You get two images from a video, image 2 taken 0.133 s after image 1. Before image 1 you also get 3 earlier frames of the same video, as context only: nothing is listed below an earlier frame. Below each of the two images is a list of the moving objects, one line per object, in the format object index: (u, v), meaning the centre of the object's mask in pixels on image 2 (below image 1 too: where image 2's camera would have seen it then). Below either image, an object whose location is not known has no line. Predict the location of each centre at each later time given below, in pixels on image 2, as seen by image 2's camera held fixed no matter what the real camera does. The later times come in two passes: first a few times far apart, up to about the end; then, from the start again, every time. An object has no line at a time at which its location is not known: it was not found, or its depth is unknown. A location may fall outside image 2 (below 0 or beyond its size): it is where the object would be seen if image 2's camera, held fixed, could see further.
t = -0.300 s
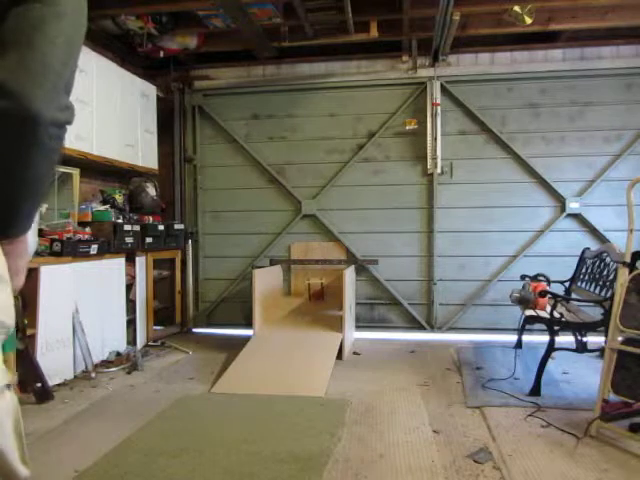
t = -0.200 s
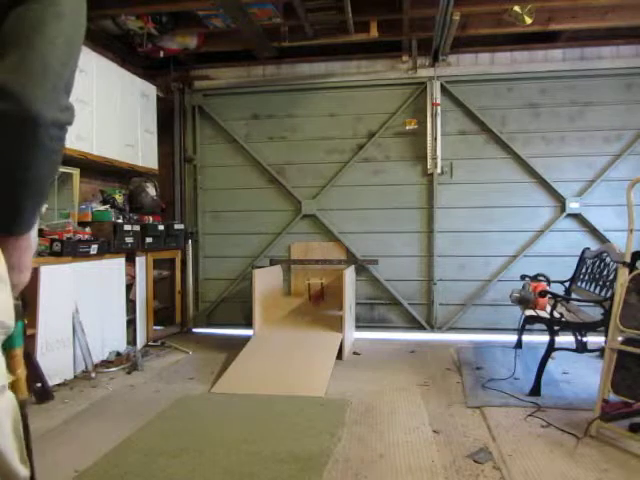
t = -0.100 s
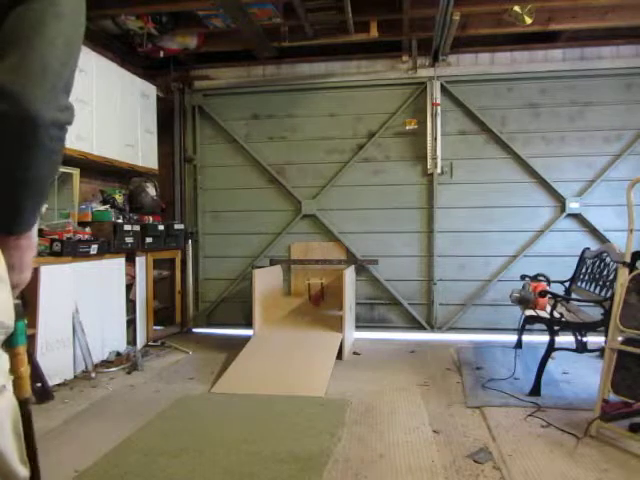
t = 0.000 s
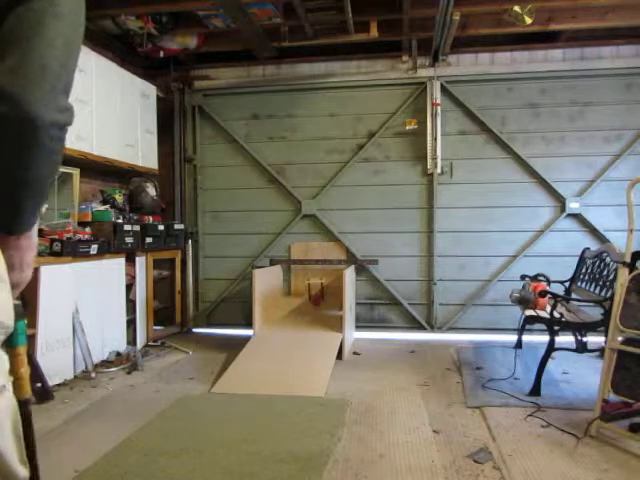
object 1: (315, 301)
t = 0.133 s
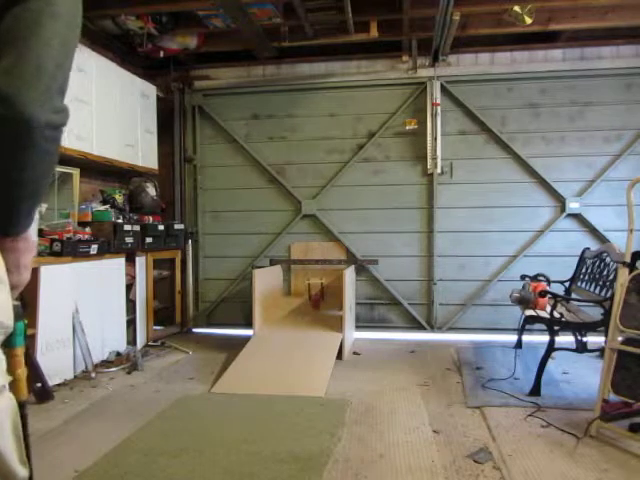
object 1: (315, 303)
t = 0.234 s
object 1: (317, 305)
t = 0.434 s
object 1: (315, 310)
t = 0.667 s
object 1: (314, 316)
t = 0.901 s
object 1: (307, 344)
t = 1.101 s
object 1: (301, 365)
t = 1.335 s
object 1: (290, 394)
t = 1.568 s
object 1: (276, 425)
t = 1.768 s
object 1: (262, 455)
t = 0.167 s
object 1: (316, 305)
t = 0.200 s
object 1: (316, 304)
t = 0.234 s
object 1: (317, 305)
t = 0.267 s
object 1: (316, 305)
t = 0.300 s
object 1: (316, 305)
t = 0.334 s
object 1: (316, 306)
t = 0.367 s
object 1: (316, 306)
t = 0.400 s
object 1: (315, 309)
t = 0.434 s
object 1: (315, 310)
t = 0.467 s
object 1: (315, 310)
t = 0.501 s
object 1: (315, 311)
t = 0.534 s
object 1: (315, 311)
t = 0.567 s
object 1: (315, 311)
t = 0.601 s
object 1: (314, 314)
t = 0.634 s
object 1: (314, 315)
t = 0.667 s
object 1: (314, 316)
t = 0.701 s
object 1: (311, 328)
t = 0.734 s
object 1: (311, 330)
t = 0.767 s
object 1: (311, 331)
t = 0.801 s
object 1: (310, 334)
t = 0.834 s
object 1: (309, 337)
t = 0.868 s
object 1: (308, 341)
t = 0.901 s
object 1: (307, 344)
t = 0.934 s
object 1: (306, 347)
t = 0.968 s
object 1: (305, 350)
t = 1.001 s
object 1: (304, 353)
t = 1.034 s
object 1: (303, 357)
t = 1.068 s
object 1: (302, 361)
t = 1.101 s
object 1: (301, 365)
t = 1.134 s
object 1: (299, 369)
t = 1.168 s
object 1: (297, 373)
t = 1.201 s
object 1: (296, 378)
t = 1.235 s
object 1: (294, 382)
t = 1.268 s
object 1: (293, 387)
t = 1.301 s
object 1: (291, 390)
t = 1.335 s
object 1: (290, 394)
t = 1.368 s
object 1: (288, 399)
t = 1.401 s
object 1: (286, 402)
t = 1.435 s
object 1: (284, 407)
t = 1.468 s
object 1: (282, 411)
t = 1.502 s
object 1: (280, 415)
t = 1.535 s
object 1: (278, 419)
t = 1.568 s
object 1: (276, 425)
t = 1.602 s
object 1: (274, 429)
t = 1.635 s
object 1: (272, 434)
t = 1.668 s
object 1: (269, 439)
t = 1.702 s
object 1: (267, 445)
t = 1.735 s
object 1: (265, 450)
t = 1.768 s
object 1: (262, 455)
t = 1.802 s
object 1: (259, 462)
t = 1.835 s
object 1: (257, 466)
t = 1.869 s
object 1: (254, 471)
